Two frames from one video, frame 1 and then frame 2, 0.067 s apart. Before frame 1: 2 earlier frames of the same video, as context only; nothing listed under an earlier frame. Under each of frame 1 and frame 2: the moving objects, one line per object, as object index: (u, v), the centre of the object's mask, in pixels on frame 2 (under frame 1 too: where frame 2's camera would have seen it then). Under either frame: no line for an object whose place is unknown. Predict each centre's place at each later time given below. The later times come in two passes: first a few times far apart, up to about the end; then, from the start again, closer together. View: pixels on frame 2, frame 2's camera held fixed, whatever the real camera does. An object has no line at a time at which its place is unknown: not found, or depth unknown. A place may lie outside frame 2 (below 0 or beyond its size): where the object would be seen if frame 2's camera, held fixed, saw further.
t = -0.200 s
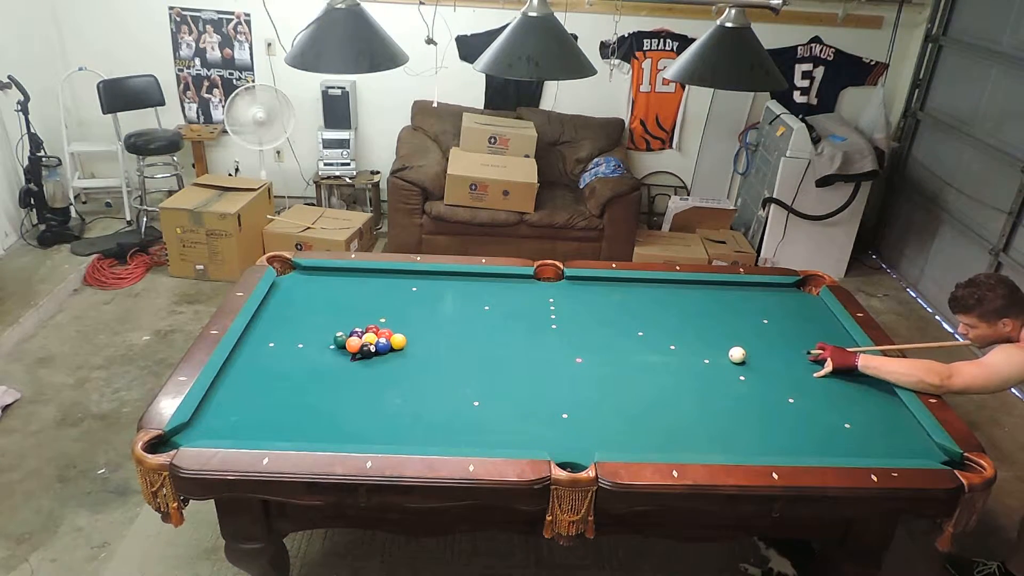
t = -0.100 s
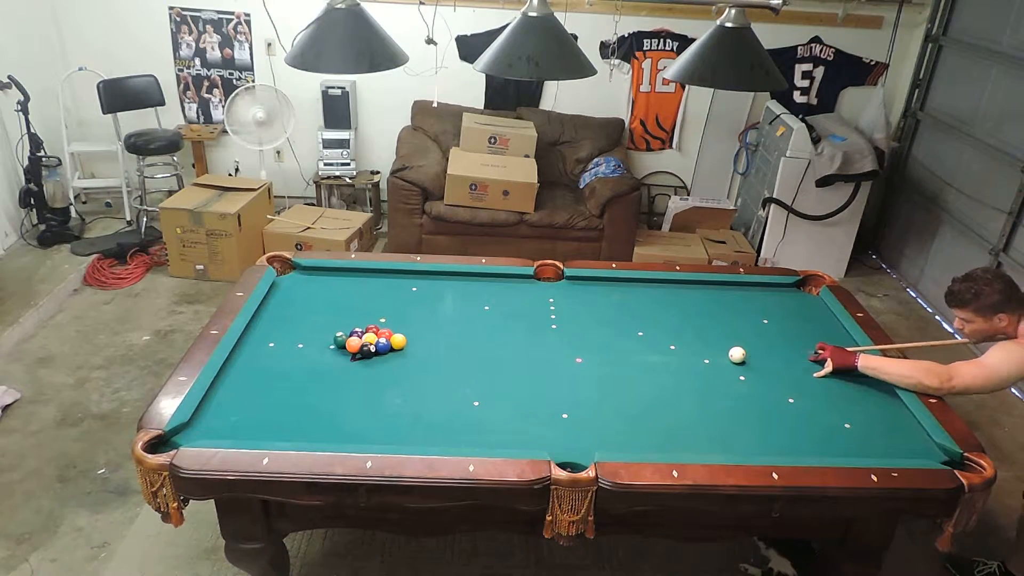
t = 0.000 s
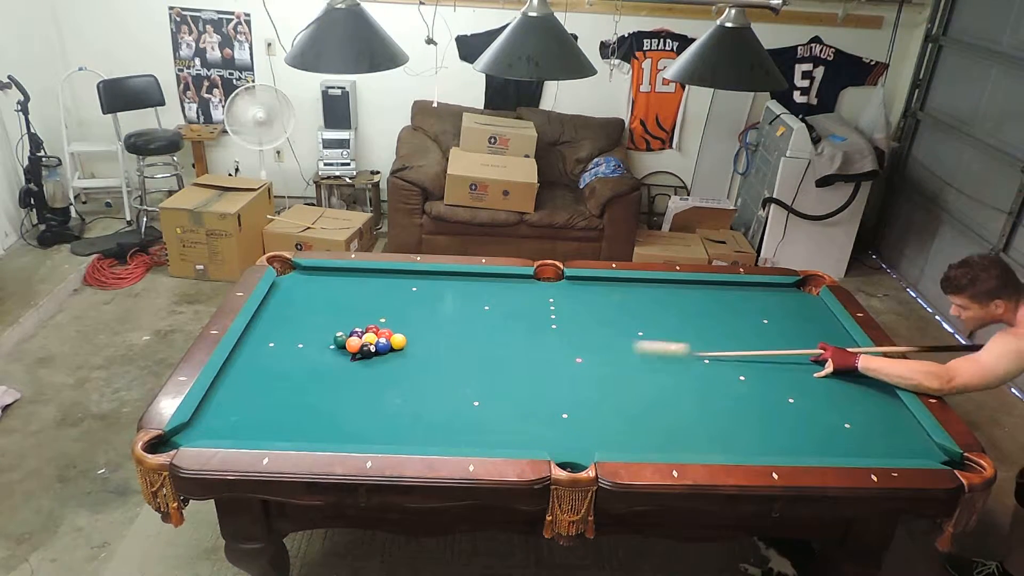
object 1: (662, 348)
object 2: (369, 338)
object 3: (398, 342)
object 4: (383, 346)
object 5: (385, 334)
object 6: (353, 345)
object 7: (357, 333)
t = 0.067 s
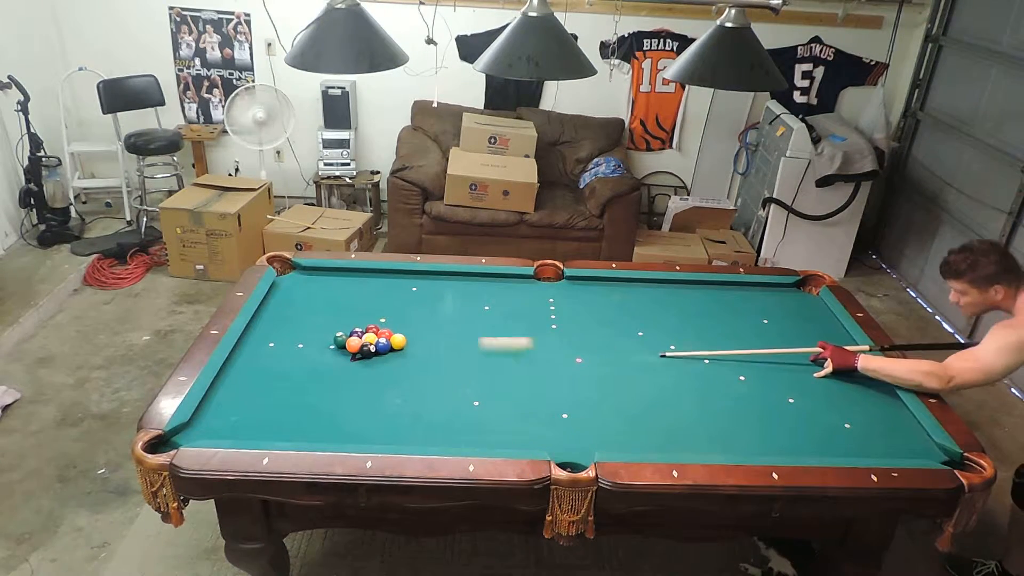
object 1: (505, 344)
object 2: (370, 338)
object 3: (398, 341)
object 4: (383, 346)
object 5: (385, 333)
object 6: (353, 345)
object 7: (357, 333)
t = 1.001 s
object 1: (639, 290)
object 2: (462, 358)
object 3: (461, 342)
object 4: (389, 437)
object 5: (406, 287)
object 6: (298, 336)
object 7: (328, 296)
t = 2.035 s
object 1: (700, 330)
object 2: (633, 405)
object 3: (531, 334)
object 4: (423, 376)
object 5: (445, 287)
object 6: (409, 304)
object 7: (405, 275)
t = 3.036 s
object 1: (744, 360)
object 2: (784, 442)
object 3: (570, 328)
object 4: (456, 362)
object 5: (501, 296)
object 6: (483, 282)
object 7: (408, 276)
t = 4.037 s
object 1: (768, 376)
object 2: (874, 445)
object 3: (585, 326)
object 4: (470, 356)
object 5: (535, 300)
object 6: (520, 284)
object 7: (408, 276)
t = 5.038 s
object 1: (770, 378)
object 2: (915, 435)
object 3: (584, 326)
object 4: (469, 356)
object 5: (545, 296)
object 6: (533, 286)
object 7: (408, 276)
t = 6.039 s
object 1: (770, 378)
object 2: (914, 433)
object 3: (584, 326)
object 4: (469, 356)
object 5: (545, 296)
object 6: (533, 286)
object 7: (408, 276)
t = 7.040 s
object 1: (770, 378)
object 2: (914, 433)
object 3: (584, 326)
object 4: (469, 356)
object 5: (545, 296)
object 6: (533, 286)
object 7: (408, 276)
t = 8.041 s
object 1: (770, 378)
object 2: (914, 433)
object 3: (584, 326)
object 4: (469, 356)
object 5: (546, 296)
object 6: (533, 287)
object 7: (408, 276)
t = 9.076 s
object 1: (770, 377)
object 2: (914, 433)
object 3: (584, 326)
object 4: (469, 356)
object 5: (545, 296)
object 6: (533, 287)
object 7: (408, 276)
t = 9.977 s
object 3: (584, 326)
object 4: (469, 356)
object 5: (545, 296)
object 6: (533, 287)
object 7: (408, 276)
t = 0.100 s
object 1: (431, 339)
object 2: (370, 338)
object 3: (398, 341)
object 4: (383, 346)
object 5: (385, 334)
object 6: (353, 344)
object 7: (356, 333)
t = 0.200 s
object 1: (454, 307)
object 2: (367, 340)
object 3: (405, 340)
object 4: (381, 359)
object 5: (387, 330)
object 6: (327, 349)
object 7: (332, 329)
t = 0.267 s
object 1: (481, 297)
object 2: (366, 340)
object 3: (410, 342)
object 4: (381, 364)
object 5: (389, 325)
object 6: (311, 352)
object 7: (319, 325)
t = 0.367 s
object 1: (520, 303)
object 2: (364, 339)
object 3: (417, 342)
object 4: (382, 375)
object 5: (391, 319)
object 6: (287, 356)
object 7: (300, 319)
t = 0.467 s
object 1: (553, 299)
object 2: (363, 339)
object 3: (424, 343)
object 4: (383, 386)
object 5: (394, 314)
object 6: (263, 361)
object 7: (281, 313)
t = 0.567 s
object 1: (580, 298)
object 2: (376, 341)
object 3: (430, 343)
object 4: (383, 397)
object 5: (396, 308)
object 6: (242, 357)
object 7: (264, 309)
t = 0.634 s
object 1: (595, 292)
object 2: (392, 344)
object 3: (435, 344)
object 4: (384, 405)
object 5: (398, 304)
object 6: (244, 350)
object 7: (276, 306)
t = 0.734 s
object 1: (614, 286)
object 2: (413, 347)
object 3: (441, 344)
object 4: (385, 415)
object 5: (400, 299)
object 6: (261, 346)
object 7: (291, 303)
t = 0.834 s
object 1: (626, 282)
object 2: (433, 350)
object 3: (448, 344)
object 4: (385, 428)
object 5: (402, 295)
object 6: (275, 342)
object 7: (305, 300)
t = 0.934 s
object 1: (634, 287)
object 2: (450, 355)
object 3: (456, 342)
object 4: (386, 438)
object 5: (404, 290)
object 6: (289, 338)
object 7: (319, 298)
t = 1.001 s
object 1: (639, 290)
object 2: (462, 358)
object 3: (461, 342)
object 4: (389, 437)
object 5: (406, 287)
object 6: (298, 336)
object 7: (328, 296)
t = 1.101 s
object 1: (645, 294)
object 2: (479, 363)
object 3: (469, 342)
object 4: (393, 430)
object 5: (408, 282)
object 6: (310, 332)
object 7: (341, 293)
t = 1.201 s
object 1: (652, 298)
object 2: (495, 367)
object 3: (477, 341)
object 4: (397, 423)
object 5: (410, 278)
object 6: (323, 329)
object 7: (354, 290)
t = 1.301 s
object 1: (658, 302)
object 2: (512, 372)
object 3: (485, 340)
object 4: (401, 416)
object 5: (412, 275)
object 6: (335, 325)
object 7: (367, 288)
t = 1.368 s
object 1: (662, 305)
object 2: (523, 375)
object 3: (489, 340)
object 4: (403, 412)
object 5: (412, 275)
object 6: (342, 323)
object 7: (374, 286)
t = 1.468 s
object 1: (668, 309)
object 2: (540, 380)
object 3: (496, 339)
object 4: (407, 406)
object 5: (412, 277)
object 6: (353, 320)
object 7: (386, 283)
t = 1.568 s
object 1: (674, 313)
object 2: (556, 384)
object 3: (503, 338)
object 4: (410, 400)
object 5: (412, 280)
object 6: (364, 317)
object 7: (397, 281)
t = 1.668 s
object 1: (680, 317)
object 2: (573, 389)
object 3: (510, 337)
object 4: (413, 394)
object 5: (420, 281)
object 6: (374, 314)
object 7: (399, 280)
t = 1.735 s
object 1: (684, 320)
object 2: (584, 392)
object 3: (514, 337)
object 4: (415, 391)
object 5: (425, 282)
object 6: (381, 312)
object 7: (400, 278)
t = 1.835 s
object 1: (689, 323)
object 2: (600, 396)
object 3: (520, 336)
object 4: (418, 385)
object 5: (431, 283)
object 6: (391, 309)
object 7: (402, 277)
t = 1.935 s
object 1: (695, 327)
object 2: (617, 401)
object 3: (526, 335)
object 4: (420, 380)
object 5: (438, 285)
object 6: (400, 307)
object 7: (404, 276)
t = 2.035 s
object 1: (700, 330)
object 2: (633, 405)
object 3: (531, 334)
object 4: (423, 376)
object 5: (445, 287)
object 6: (409, 304)
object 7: (405, 275)
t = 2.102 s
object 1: (704, 333)
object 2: (644, 407)
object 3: (535, 334)
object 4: (425, 373)
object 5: (449, 287)
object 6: (415, 302)
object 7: (406, 275)
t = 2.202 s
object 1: (709, 336)
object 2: (660, 412)
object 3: (539, 333)
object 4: (429, 371)
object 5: (455, 289)
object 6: (424, 300)
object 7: (407, 274)
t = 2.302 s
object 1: (713, 339)
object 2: (675, 416)
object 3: (544, 333)
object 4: (433, 370)
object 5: (461, 290)
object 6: (432, 298)
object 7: (407, 275)
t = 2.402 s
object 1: (718, 342)
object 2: (691, 420)
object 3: (549, 332)
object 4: (436, 369)
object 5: (467, 291)
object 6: (440, 295)
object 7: (407, 275)
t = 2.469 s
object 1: (721, 344)
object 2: (701, 422)
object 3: (551, 331)
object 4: (439, 368)
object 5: (471, 292)
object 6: (444, 294)
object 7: (407, 275)
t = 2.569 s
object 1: (726, 348)
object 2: (717, 426)
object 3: (555, 331)
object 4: (442, 367)
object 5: (477, 293)
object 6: (452, 291)
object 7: (408, 276)
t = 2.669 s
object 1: (730, 350)
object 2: (731, 430)
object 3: (559, 330)
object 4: (446, 365)
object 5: (482, 294)
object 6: (459, 289)
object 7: (408, 276)
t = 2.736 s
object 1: (733, 352)
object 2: (741, 433)
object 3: (561, 330)
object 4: (448, 365)
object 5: (486, 294)
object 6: (464, 288)
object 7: (408, 276)
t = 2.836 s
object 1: (737, 355)
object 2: (756, 436)
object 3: (565, 329)
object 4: (450, 364)
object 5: (491, 295)
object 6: (470, 286)
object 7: (408, 276)
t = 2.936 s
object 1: (741, 358)
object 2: (770, 440)
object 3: (567, 329)
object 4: (453, 362)
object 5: (496, 296)
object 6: (477, 284)
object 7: (408, 276)
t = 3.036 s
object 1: (744, 360)
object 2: (784, 442)
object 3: (570, 328)
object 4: (456, 362)
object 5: (501, 296)
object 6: (483, 282)
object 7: (408, 276)
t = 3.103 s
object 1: (747, 362)
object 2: (793, 445)
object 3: (572, 328)
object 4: (458, 361)
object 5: (504, 297)
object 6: (487, 281)
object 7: (408, 276)
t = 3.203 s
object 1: (750, 364)
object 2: (807, 447)
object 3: (574, 327)
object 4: (460, 360)
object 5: (509, 297)
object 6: (493, 279)
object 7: (408, 276)
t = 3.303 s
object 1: (753, 366)
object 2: (820, 449)
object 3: (576, 327)
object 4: (462, 359)
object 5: (513, 298)
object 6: (498, 278)
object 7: (408, 276)
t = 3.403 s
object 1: (756, 368)
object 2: (831, 450)
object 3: (578, 327)
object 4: (463, 359)
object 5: (517, 298)
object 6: (502, 278)
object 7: (408, 276)
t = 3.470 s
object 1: (758, 369)
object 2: (836, 450)
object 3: (579, 327)
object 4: (464, 358)
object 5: (519, 299)
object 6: (504, 279)
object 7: (408, 276)
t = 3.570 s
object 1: (760, 371)
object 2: (844, 449)
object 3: (581, 326)
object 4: (466, 357)
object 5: (523, 299)
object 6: (507, 280)
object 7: (408, 276)
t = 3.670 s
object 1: (762, 372)
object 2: (851, 449)
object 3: (582, 326)
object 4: (467, 357)
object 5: (526, 299)
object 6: (511, 281)
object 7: (408, 276)
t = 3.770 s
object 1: (764, 373)
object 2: (858, 447)
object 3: (583, 326)
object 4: (468, 356)
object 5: (529, 300)
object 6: (514, 281)
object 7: (408, 276)
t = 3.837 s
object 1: (765, 374)
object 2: (862, 447)
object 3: (584, 326)
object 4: (468, 356)
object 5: (530, 300)
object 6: (515, 282)
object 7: (408, 276)
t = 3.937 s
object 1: (767, 375)
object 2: (868, 446)
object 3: (584, 326)
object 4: (469, 356)
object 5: (533, 300)
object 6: (518, 283)
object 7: (408, 276)
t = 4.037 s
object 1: (768, 376)
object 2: (874, 445)
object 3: (585, 326)
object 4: (470, 356)
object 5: (535, 300)
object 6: (520, 284)
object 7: (408, 276)
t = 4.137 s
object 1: (769, 377)
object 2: (880, 444)
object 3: (585, 326)
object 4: (470, 355)
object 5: (537, 300)
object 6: (523, 284)
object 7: (408, 276)
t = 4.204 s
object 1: (769, 377)
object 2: (884, 443)
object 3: (584, 326)
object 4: (470, 355)
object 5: (539, 300)
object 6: (524, 285)
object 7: (408, 276)
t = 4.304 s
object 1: (770, 378)
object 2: (889, 442)
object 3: (584, 326)
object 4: (470, 356)
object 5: (541, 300)
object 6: (526, 285)
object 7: (408, 276)
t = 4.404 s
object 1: (770, 378)
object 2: (893, 441)
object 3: (584, 326)
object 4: (469, 356)
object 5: (542, 300)
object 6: (528, 286)
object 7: (408, 276)
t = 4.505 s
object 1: (770, 378)
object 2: (897, 440)
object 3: (584, 326)
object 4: (469, 356)
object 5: (543, 299)
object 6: (529, 286)
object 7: (408, 276)
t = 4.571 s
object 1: (770, 378)
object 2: (900, 439)
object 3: (584, 326)
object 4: (469, 356)
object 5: (543, 299)
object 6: (530, 286)
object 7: (408, 276)
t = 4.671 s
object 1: (770, 378)
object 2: (904, 438)
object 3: (584, 326)
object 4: (469, 356)
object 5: (544, 298)
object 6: (531, 286)
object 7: (408, 276)
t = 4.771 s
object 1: (770, 378)
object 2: (907, 437)
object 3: (584, 326)
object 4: (469, 356)
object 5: (545, 297)
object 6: (532, 286)
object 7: (408, 276)
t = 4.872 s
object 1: (770, 378)
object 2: (910, 436)
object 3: (584, 326)
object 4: (469, 356)
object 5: (545, 297)
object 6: (533, 286)
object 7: (408, 276)
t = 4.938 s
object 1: (770, 378)
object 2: (912, 436)
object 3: (584, 326)
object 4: (469, 356)
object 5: (545, 296)
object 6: (533, 286)
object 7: (408, 276)
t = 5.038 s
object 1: (770, 378)
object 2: (915, 435)
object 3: (584, 326)
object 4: (469, 356)
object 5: (545, 296)
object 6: (533, 286)
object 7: (408, 276)
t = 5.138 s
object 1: (770, 378)
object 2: (917, 434)
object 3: (584, 326)
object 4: (469, 356)
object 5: (545, 296)
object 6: (533, 287)
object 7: (408, 276)
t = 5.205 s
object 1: (770, 378)
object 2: (919, 434)
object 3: (584, 326)
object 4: (469, 356)
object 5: (545, 296)
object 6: (533, 286)
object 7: (408, 276)
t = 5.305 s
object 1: (770, 378)
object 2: (918, 433)
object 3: (584, 326)
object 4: (469, 356)
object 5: (545, 296)
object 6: (533, 286)
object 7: (408, 276)
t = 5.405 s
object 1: (770, 378)
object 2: (917, 433)
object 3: (584, 326)
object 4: (469, 356)
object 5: (545, 296)
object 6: (533, 286)
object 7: (408, 276)
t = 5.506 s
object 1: (770, 378)
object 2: (916, 433)
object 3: (584, 326)
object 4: (469, 356)
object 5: (545, 296)
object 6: (533, 286)
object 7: (408, 276)
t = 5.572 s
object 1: (770, 378)
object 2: (915, 433)
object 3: (584, 326)
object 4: (469, 356)
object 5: (545, 296)
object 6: (533, 286)
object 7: (408, 276)
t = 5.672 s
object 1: (770, 378)
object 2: (914, 432)
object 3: (584, 326)
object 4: (469, 356)
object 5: (545, 296)
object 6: (533, 286)
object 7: (408, 276)
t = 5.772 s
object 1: (770, 378)
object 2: (914, 432)
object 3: (584, 326)
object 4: (469, 356)
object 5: (545, 296)
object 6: (533, 286)
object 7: (408, 276)
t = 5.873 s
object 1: (770, 378)
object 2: (914, 433)
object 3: (584, 326)
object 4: (469, 356)
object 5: (545, 296)
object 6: (533, 286)
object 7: (408, 276)
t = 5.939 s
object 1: (770, 378)
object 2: (914, 433)
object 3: (584, 326)
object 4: (469, 356)
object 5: (545, 296)
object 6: (533, 286)
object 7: (408, 276)
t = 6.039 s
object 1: (770, 378)
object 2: (914, 433)
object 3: (584, 326)
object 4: (469, 356)
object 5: (545, 296)
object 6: (533, 286)
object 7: (408, 276)
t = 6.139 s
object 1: (770, 378)
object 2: (914, 433)
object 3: (584, 326)
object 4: (469, 356)
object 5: (545, 296)
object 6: (533, 286)
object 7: (408, 276)
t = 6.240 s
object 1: (770, 378)
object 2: (914, 433)
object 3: (584, 326)
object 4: (469, 356)
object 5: (545, 296)
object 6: (533, 286)
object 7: (408, 276)
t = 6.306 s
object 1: (770, 378)
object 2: (914, 433)
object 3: (584, 326)
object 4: (469, 356)
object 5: (545, 296)
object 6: (533, 286)
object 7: (408, 276)
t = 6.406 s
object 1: (770, 378)
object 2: (914, 433)
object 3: (584, 326)
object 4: (469, 356)
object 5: (545, 296)
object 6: (533, 286)
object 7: (408, 276)
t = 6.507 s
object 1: (770, 378)
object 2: (914, 433)
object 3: (584, 326)
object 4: (469, 356)
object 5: (545, 296)
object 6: (533, 286)
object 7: (408, 276)
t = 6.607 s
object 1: (770, 378)
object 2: (914, 433)
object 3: (584, 326)
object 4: (469, 356)
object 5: (545, 296)
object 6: (533, 286)
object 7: (408, 276)
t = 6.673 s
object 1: (770, 377)
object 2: (914, 433)
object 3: (584, 326)
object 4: (469, 356)
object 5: (545, 296)
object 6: (533, 286)
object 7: (408, 276)
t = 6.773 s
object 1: (770, 378)
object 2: (914, 433)
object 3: (584, 326)
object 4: (469, 356)
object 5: (545, 296)
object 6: (533, 286)
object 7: (408, 276)
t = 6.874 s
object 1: (770, 378)
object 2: (914, 433)
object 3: (584, 326)
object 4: (469, 356)
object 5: (545, 296)
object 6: (533, 286)
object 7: (408, 276)
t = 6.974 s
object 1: (770, 378)
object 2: (914, 433)
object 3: (584, 326)
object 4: (469, 356)
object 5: (545, 296)
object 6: (533, 286)
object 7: (408, 276)
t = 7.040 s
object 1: (770, 378)
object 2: (914, 433)
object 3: (584, 326)
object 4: (469, 356)
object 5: (545, 296)
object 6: (533, 286)
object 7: (408, 276)
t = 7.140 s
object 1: (770, 378)
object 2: (914, 433)
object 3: (584, 326)
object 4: (469, 356)
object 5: (545, 296)
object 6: (533, 286)
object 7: (408, 276)
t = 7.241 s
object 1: (770, 378)
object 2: (914, 433)
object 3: (584, 326)
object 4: (469, 356)
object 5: (545, 296)
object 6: (533, 286)
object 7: (408, 276)
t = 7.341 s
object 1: (770, 378)
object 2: (914, 433)
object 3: (584, 326)
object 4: (469, 356)
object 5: (545, 296)
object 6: (533, 286)
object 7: (408, 276)
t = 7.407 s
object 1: (770, 378)
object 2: (914, 433)
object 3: (584, 326)
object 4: (469, 356)
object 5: (545, 296)
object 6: (533, 286)
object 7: (408, 276)
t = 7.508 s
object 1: (770, 378)
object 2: (914, 433)
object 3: (584, 326)
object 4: (469, 356)
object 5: (545, 296)
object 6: (533, 286)
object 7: (408, 276)
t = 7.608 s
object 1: (770, 378)
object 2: (914, 433)
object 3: (584, 326)
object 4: (469, 356)
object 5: (545, 296)
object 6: (533, 286)
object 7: (408, 276)
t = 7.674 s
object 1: (770, 378)
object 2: (914, 433)
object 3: (584, 326)
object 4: (469, 356)
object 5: (545, 296)
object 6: (533, 286)
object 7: (408, 276)
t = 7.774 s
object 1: (770, 378)
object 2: (914, 432)
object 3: (584, 326)
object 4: (469, 356)
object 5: (545, 296)
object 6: (533, 287)
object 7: (408, 276)
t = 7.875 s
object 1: (770, 378)
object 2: (914, 432)
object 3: (584, 326)
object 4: (469, 356)
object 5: (545, 296)
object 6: (533, 287)
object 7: (408, 276)
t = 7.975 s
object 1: (770, 378)
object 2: (914, 433)
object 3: (584, 326)
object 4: (469, 356)
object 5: (546, 296)
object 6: (533, 287)
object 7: (408, 276)
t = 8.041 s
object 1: (770, 378)
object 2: (914, 433)
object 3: (584, 326)
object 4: (469, 356)
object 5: (546, 296)
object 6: (533, 287)
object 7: (408, 276)
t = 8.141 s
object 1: (770, 378)
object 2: (914, 433)
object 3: (584, 326)
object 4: (469, 356)
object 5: (545, 296)
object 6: (533, 287)
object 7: (408, 276)
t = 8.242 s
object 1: (770, 378)
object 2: (914, 432)
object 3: (584, 326)
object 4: (469, 356)
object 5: (545, 296)
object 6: (533, 287)
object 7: (408, 276)
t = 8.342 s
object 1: (770, 378)
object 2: (914, 432)
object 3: (584, 326)
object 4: (469, 356)
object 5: (545, 296)
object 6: (533, 287)
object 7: (408, 276)
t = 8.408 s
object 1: (770, 378)
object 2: (914, 432)
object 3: (584, 326)
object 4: (469, 356)
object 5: (545, 296)
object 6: (533, 287)
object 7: (408, 276)
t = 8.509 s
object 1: (770, 377)
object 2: (914, 433)
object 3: (584, 326)
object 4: (469, 356)
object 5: (545, 296)
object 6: (533, 286)
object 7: (408, 276)
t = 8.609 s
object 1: (770, 377)
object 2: (914, 433)
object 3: (584, 326)
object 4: (469, 356)
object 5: (545, 296)
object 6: (533, 286)
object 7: (408, 276)
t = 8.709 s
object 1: (770, 378)
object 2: (914, 433)
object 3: (584, 326)
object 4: (469, 356)
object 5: (545, 296)
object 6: (533, 287)
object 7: (408, 276)
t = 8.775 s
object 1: (770, 378)
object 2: (914, 433)
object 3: (584, 326)
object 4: (469, 356)
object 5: (545, 296)
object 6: (533, 286)
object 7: (408, 276)
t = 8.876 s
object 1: (770, 378)
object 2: (914, 433)
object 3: (584, 326)
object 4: (469, 356)
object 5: (545, 296)
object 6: (533, 287)
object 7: (408, 276)
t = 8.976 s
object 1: (770, 377)
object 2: (914, 433)
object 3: (584, 326)
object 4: (469, 356)
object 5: (545, 296)
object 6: (533, 287)
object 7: (408, 276)
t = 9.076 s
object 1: (770, 377)
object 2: (914, 433)
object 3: (584, 326)
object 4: (469, 356)
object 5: (545, 296)
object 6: (533, 287)
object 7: (408, 276)
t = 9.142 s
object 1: (770, 378)
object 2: (914, 433)
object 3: (584, 326)
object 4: (469, 356)
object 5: (545, 296)
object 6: (533, 287)
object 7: (408, 276)
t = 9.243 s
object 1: (770, 378)
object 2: (914, 433)
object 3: (584, 326)
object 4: (469, 356)
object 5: (545, 296)
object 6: (533, 286)
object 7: (408, 276)
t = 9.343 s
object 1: (770, 378)
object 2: (914, 433)
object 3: (584, 326)
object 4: (469, 356)
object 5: (545, 296)
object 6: (533, 286)
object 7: (408, 276)
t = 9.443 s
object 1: (770, 378)
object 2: (914, 433)
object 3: (584, 326)
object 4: (469, 356)
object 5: (545, 296)
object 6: (533, 286)
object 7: (408, 276)
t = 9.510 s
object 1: (770, 378)
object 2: (914, 433)
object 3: (584, 326)
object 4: (469, 356)
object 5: (545, 296)
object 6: (533, 286)
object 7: (408, 276)
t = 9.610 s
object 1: (770, 378)
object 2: (912, 432)
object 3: (584, 326)
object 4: (469, 356)
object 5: (545, 296)
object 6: (533, 286)
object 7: (408, 276)
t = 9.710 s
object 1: (770, 378)
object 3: (584, 326)
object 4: (469, 356)
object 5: (545, 296)
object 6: (533, 286)
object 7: (408, 276)
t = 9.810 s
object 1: (768, 379)
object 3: (584, 326)
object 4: (469, 356)
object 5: (545, 296)
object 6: (533, 286)
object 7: (408, 276)
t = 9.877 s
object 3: (584, 326)
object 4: (469, 356)
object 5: (545, 296)
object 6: (533, 286)
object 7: (408, 276)
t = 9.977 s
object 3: (584, 326)
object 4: (469, 356)
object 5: (545, 296)
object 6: (533, 287)
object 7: (408, 276)
